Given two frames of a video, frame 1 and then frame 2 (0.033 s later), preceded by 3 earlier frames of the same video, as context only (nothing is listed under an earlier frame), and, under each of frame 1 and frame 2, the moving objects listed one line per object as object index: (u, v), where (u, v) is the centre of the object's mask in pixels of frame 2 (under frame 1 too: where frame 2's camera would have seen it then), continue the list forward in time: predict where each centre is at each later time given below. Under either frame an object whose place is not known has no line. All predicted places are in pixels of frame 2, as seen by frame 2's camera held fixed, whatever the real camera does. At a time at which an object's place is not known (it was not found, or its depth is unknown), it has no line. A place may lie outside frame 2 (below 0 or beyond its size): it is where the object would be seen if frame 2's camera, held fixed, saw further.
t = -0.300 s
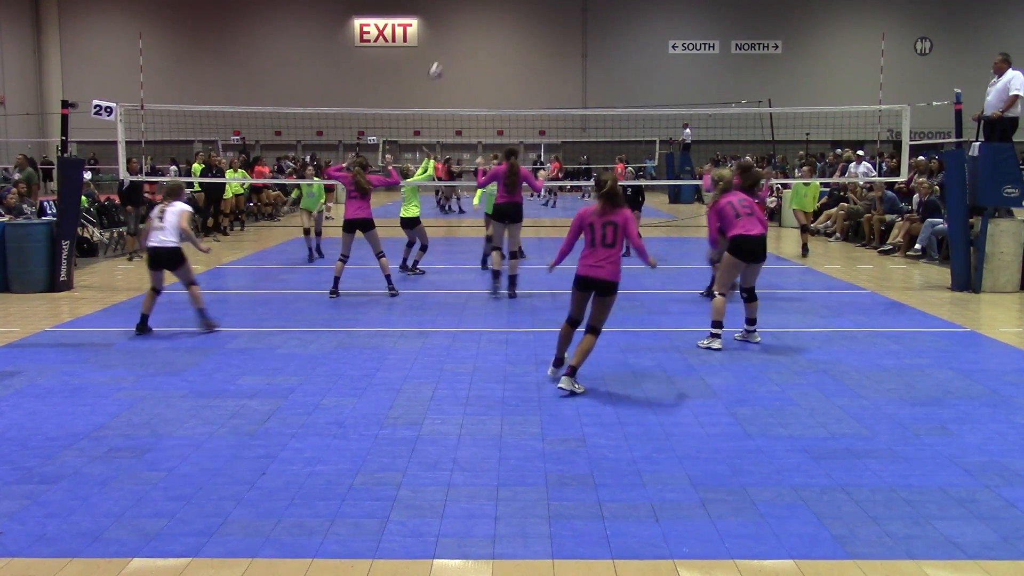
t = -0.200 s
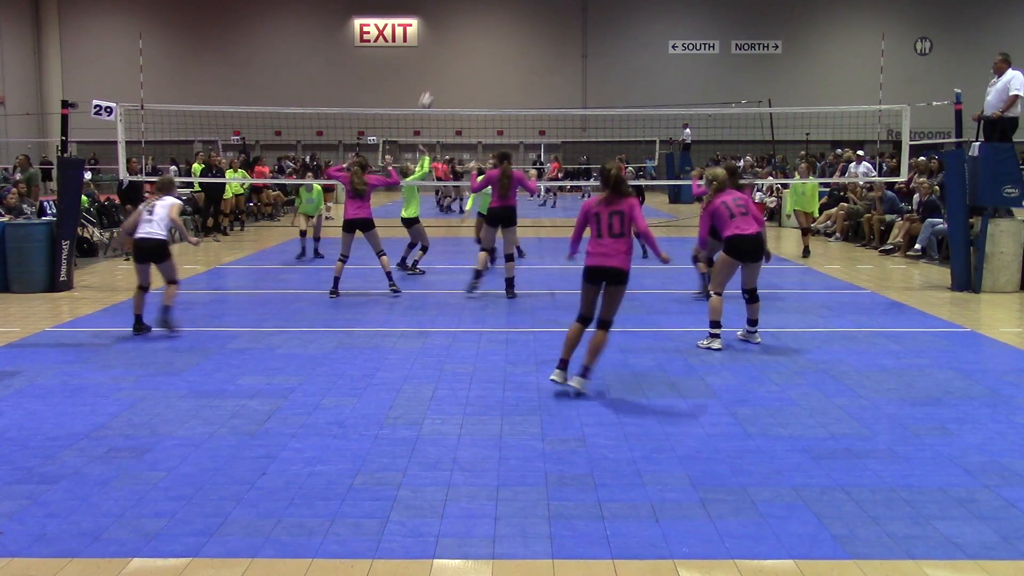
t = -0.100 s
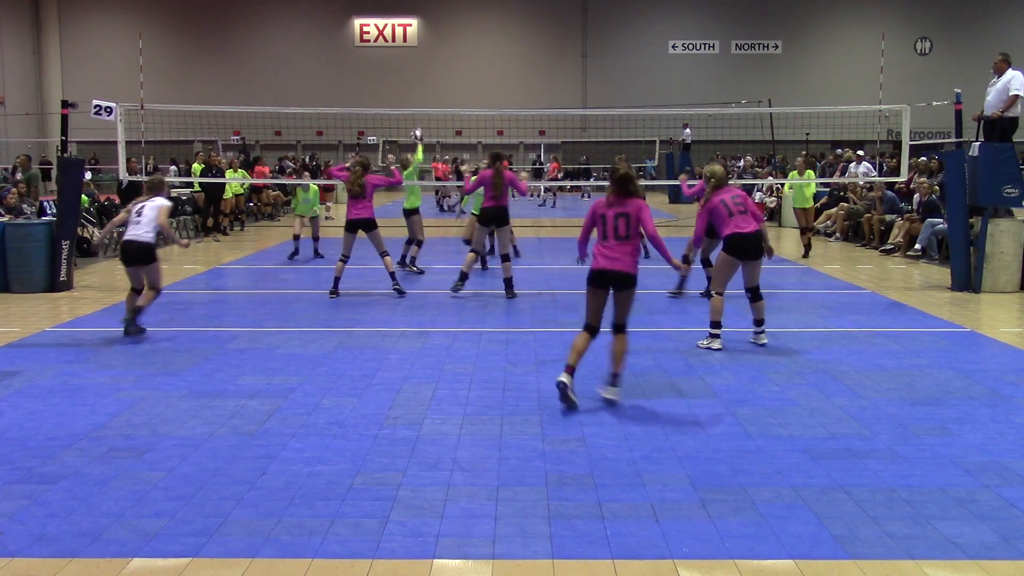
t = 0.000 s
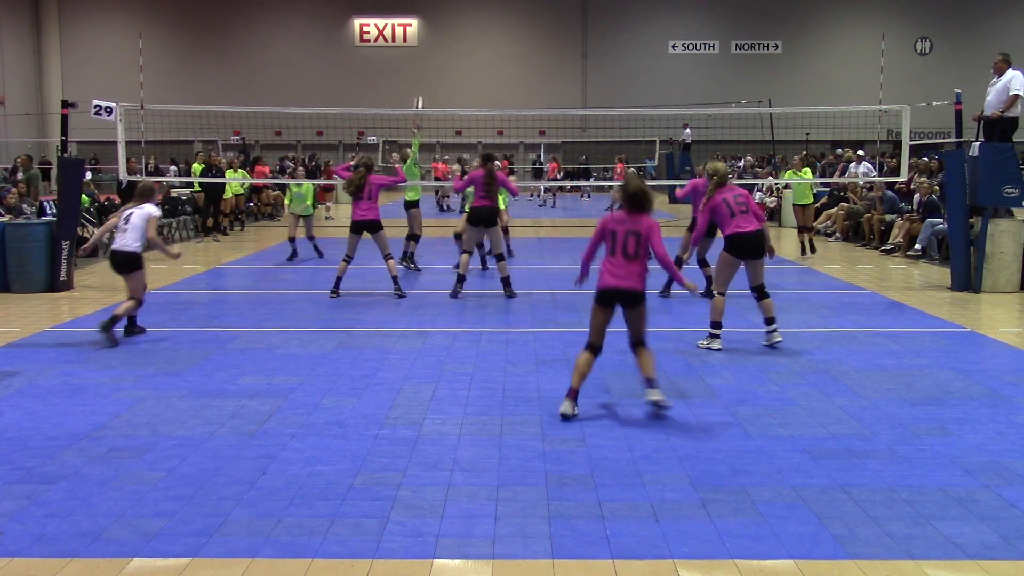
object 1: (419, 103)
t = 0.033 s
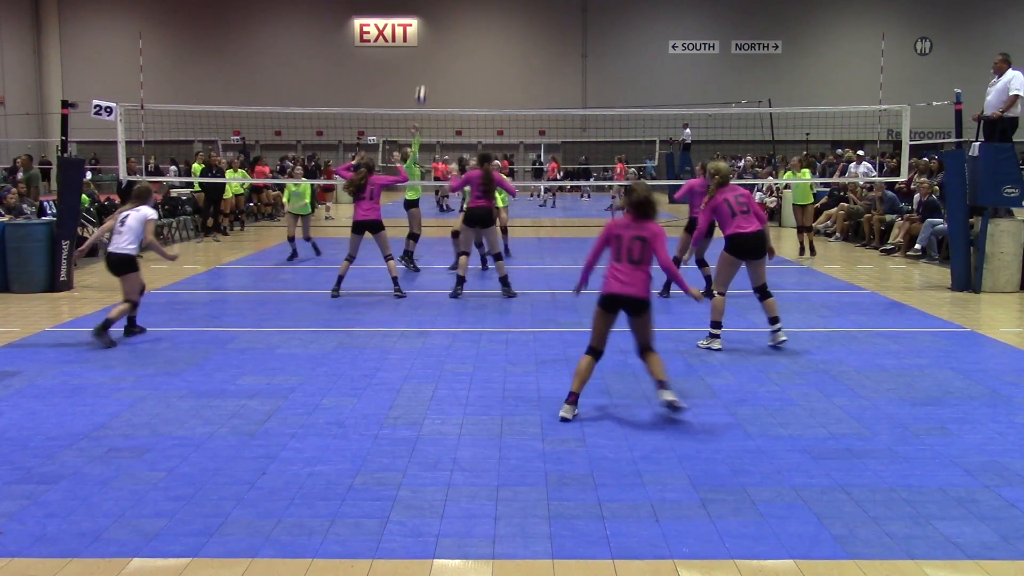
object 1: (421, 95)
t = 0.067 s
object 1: (423, 85)
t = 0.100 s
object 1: (424, 75)
